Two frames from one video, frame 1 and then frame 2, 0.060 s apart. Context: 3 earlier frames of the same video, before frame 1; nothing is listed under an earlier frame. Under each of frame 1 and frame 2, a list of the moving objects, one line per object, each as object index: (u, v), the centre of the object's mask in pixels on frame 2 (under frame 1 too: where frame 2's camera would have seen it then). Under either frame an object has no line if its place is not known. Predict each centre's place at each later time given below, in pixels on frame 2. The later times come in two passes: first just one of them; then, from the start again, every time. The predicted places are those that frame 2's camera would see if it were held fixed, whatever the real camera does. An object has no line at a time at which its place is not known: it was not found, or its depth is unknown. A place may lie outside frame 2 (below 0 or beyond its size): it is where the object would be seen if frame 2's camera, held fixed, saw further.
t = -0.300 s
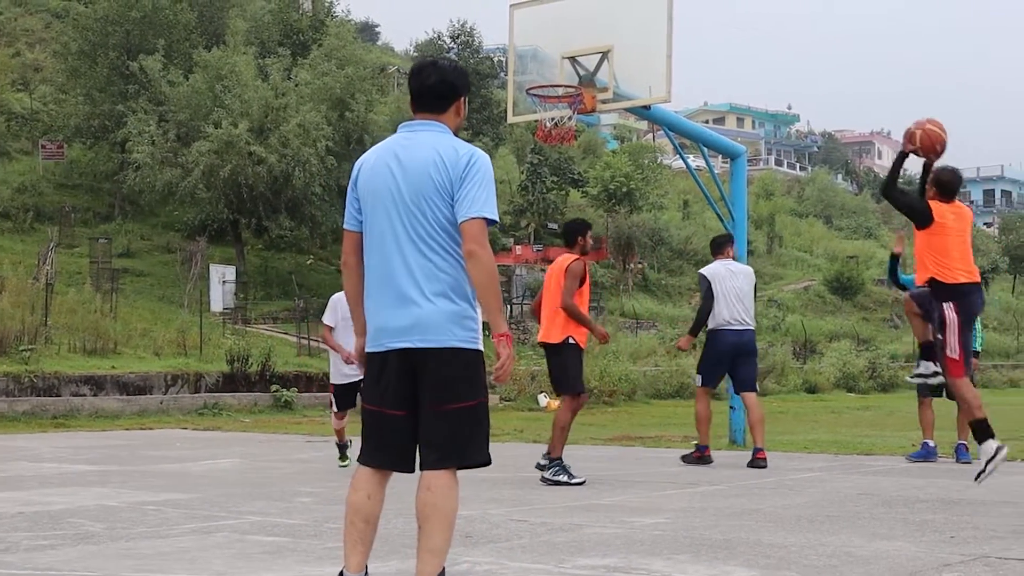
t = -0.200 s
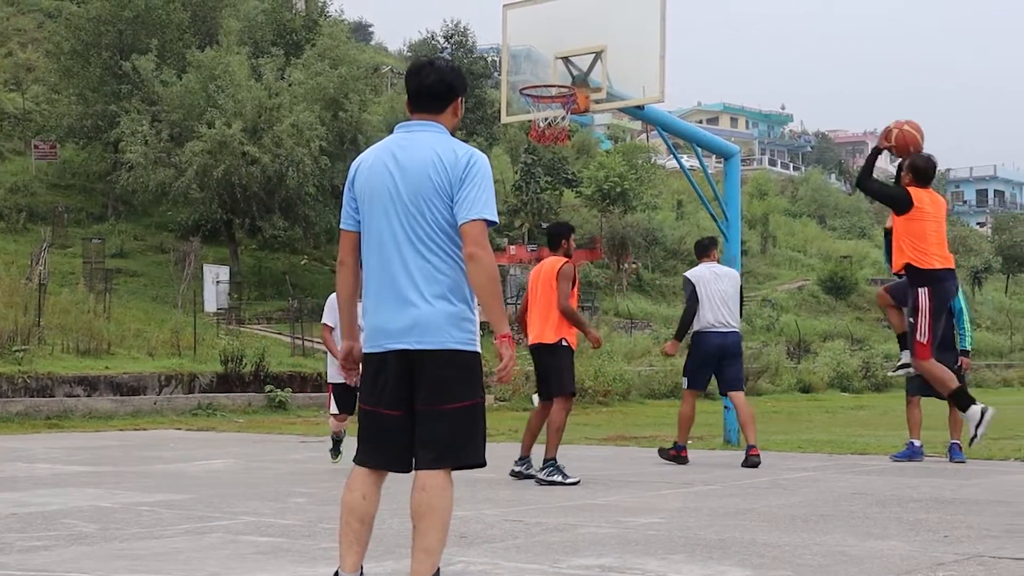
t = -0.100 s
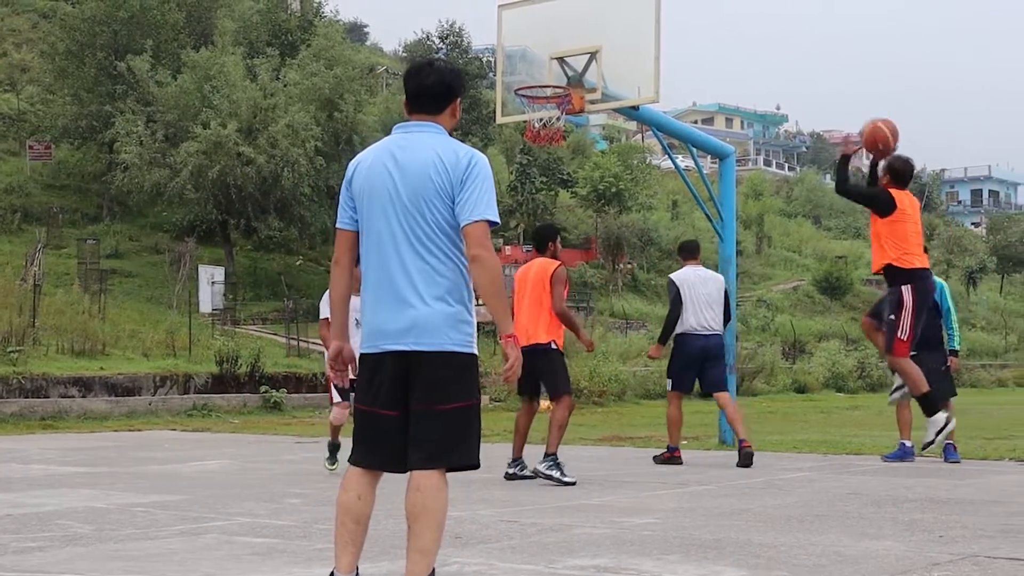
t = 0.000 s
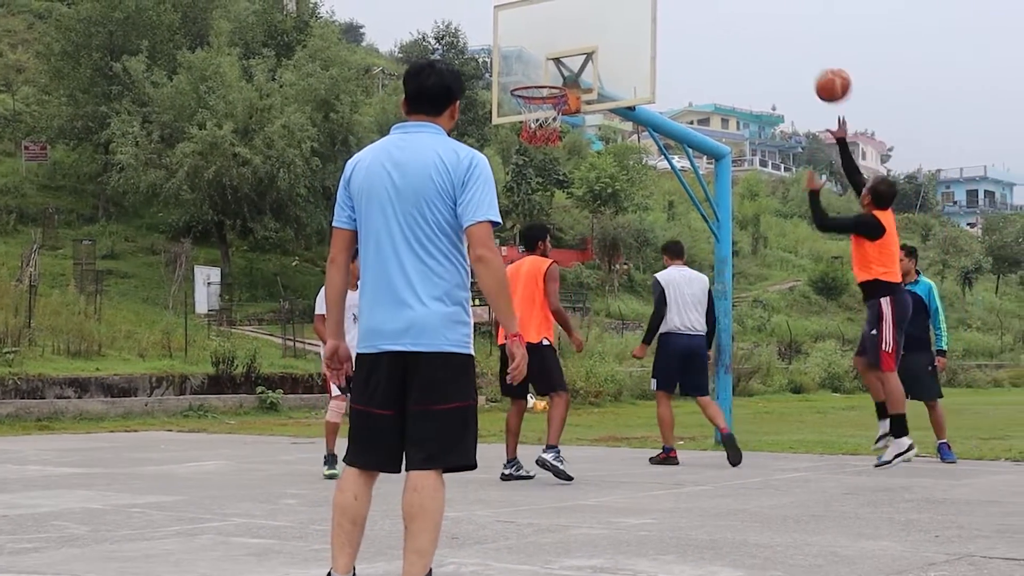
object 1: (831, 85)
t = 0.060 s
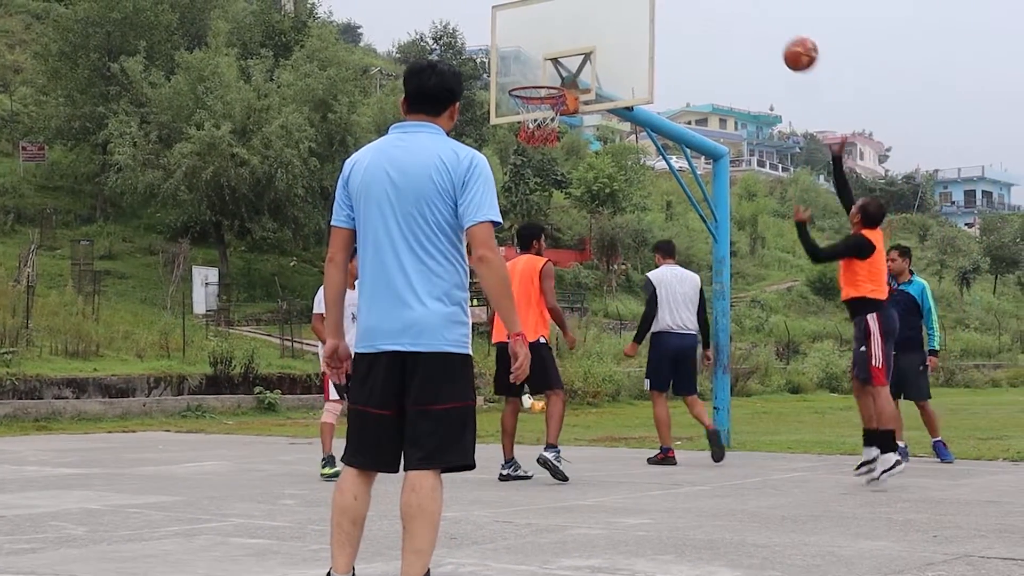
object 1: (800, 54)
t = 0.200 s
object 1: (735, 9)
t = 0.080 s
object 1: (791, 45)
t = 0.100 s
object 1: (781, 37)
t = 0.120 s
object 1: (772, 29)
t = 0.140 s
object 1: (763, 22)
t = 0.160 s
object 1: (754, 16)
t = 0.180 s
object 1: (745, 12)
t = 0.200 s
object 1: (735, 9)
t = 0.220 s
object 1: (727, 7)
